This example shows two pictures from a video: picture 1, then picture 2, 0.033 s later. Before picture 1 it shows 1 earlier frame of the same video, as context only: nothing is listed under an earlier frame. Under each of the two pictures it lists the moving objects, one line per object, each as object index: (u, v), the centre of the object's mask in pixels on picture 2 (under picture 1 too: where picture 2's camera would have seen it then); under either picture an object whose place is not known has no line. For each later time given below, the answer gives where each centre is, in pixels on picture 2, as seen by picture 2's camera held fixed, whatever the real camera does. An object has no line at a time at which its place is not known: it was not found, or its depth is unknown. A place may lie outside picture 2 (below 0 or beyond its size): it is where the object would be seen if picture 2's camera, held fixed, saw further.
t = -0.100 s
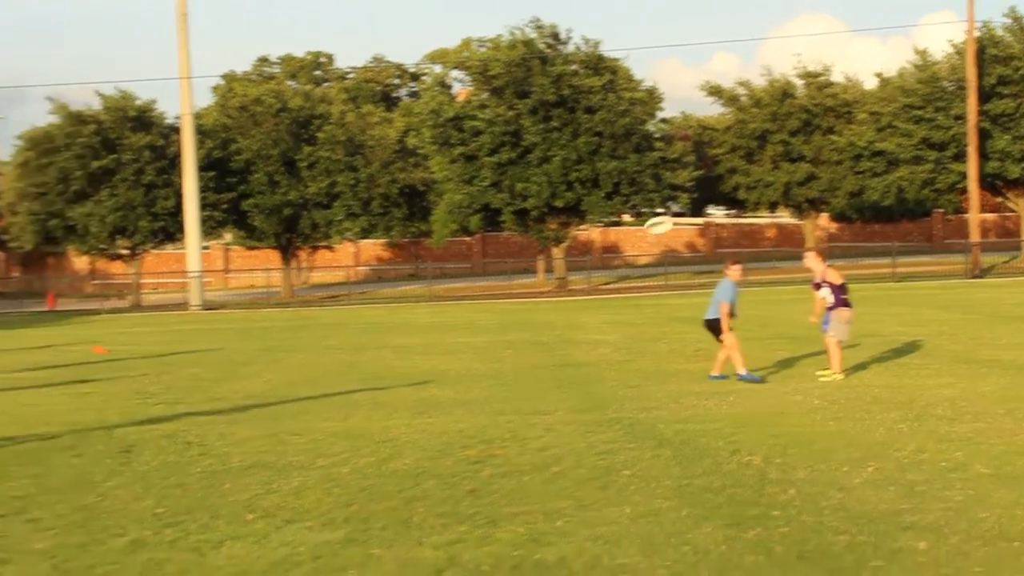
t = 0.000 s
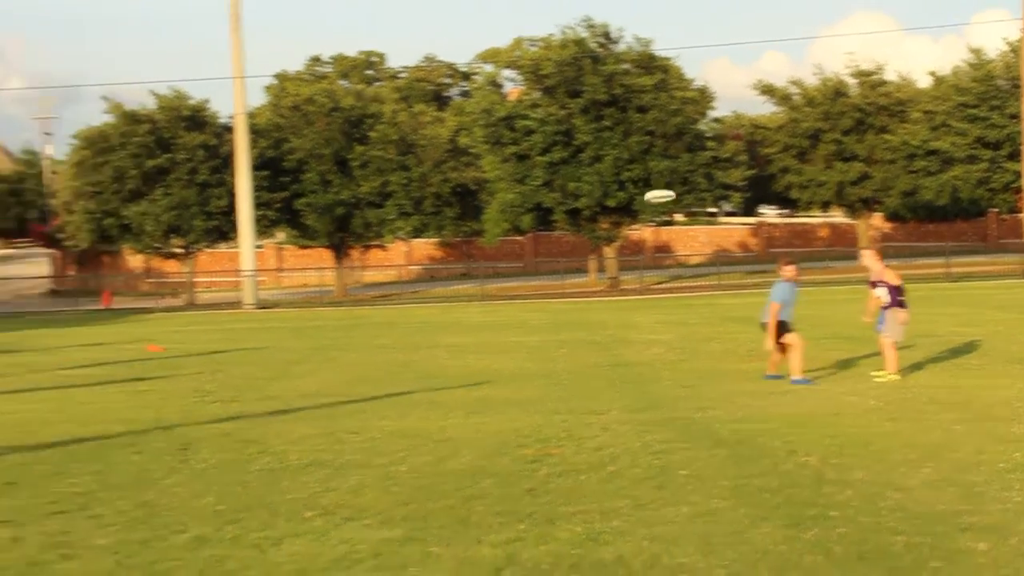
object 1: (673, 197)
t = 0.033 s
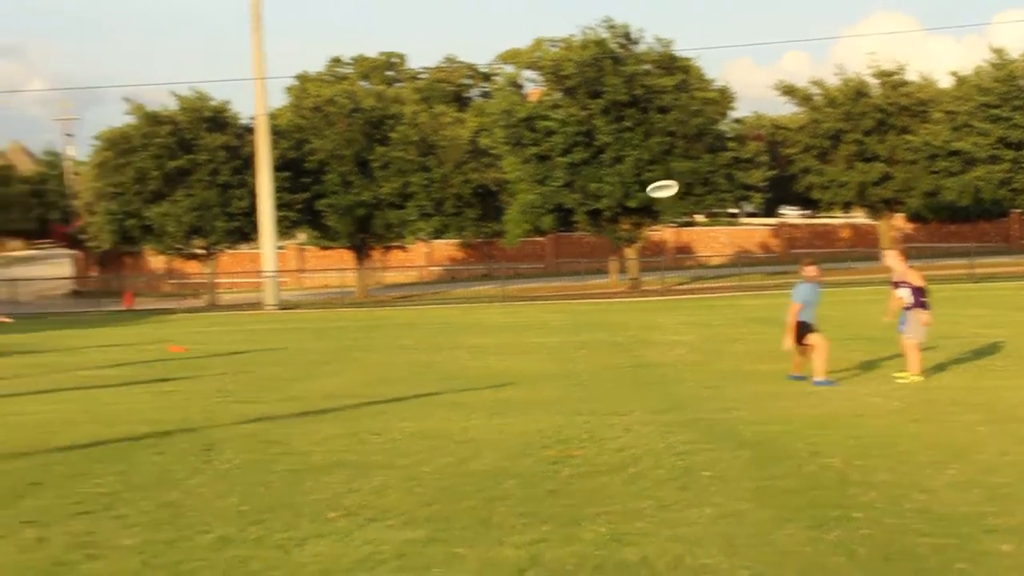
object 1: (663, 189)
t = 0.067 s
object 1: (649, 179)
